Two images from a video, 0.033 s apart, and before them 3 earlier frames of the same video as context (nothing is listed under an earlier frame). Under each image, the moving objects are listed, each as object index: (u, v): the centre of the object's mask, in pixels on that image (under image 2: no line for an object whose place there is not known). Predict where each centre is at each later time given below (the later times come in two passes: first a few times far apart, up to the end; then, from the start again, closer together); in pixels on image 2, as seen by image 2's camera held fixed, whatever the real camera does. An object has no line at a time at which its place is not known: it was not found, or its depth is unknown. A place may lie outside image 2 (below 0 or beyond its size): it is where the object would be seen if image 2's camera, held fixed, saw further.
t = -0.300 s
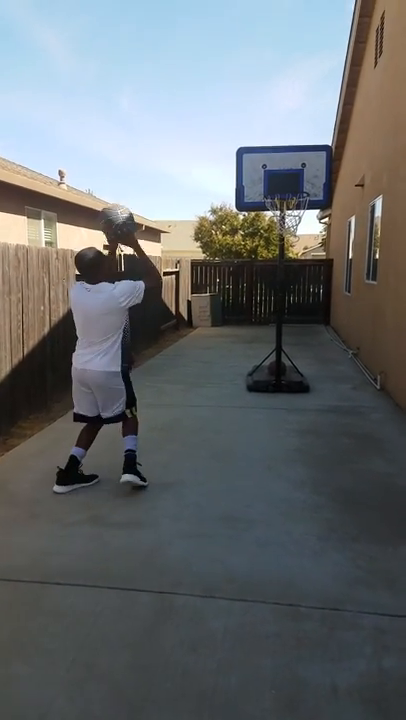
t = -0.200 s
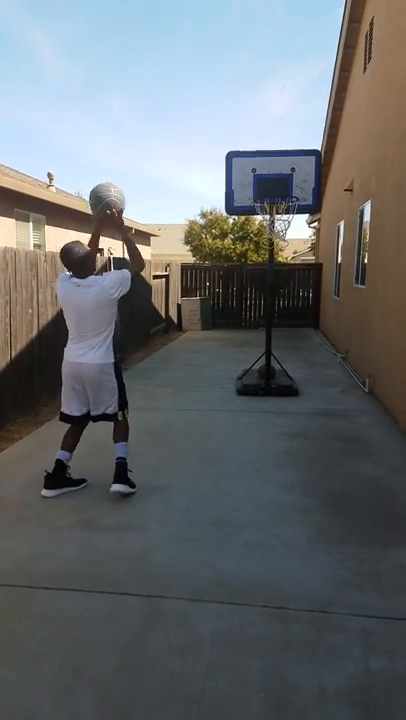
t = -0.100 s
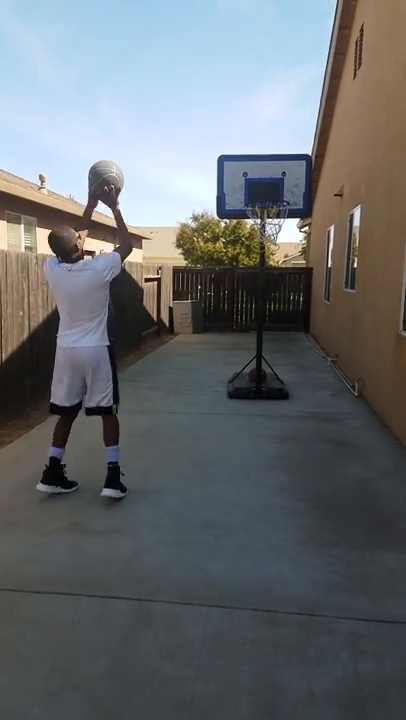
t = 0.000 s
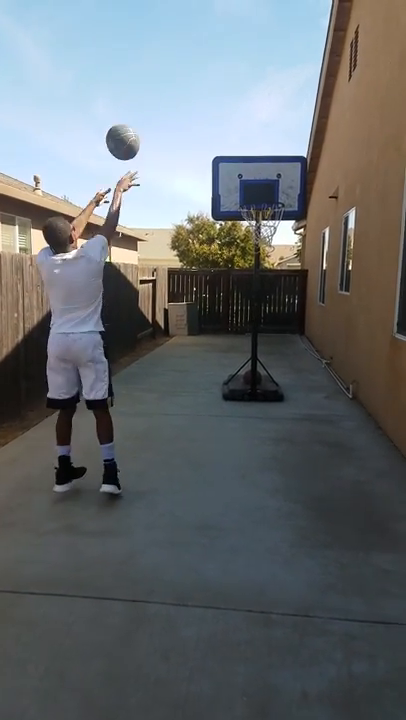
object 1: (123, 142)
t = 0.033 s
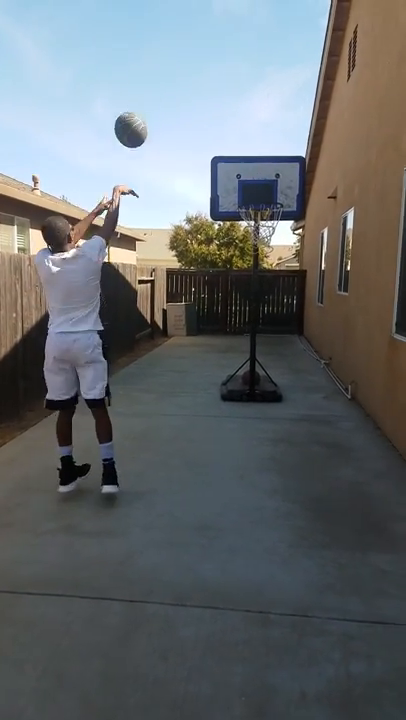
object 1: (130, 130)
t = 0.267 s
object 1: (186, 95)
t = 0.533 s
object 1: (235, 135)
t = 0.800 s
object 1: (266, 223)
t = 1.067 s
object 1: (265, 269)
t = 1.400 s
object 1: (268, 398)
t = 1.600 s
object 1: (261, 359)
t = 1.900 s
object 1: (245, 297)
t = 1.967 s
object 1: (241, 295)
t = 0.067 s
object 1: (140, 119)
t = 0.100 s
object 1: (148, 111)
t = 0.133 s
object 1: (156, 105)
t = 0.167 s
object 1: (164, 100)
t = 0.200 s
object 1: (172, 97)
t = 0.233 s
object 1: (179, 95)
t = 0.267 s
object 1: (186, 95)
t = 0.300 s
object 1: (193, 96)
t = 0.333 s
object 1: (200, 99)
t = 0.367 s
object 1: (207, 102)
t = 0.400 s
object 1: (213, 106)
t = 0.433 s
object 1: (219, 112)
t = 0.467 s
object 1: (224, 118)
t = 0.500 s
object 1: (230, 126)
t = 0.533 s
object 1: (235, 135)
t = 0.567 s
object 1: (240, 143)
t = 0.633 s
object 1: (249, 166)
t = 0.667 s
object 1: (253, 176)
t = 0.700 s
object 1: (251, 184)
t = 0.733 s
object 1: (260, 194)
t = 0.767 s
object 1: (264, 217)
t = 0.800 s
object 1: (266, 223)
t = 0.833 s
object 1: (265, 229)
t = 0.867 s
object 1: (266, 233)
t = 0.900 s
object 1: (267, 238)
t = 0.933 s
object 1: (265, 245)
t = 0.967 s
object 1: (265, 249)
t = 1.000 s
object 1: (266, 254)
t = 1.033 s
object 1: (266, 260)
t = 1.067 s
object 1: (265, 269)
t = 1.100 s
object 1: (264, 273)
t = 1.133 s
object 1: (263, 278)
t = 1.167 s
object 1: (264, 292)
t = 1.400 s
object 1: (268, 398)
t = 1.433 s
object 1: (266, 412)
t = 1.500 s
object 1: (262, 397)
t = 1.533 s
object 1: (263, 381)
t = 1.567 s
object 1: (262, 370)
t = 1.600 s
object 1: (261, 359)
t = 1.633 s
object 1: (259, 348)
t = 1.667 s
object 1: (258, 339)
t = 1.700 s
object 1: (256, 330)
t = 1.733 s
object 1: (255, 323)
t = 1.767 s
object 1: (252, 317)
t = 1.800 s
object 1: (251, 308)
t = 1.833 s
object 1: (250, 303)
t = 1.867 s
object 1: (247, 300)
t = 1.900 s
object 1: (245, 297)
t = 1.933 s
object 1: (245, 296)
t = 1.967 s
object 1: (241, 295)
